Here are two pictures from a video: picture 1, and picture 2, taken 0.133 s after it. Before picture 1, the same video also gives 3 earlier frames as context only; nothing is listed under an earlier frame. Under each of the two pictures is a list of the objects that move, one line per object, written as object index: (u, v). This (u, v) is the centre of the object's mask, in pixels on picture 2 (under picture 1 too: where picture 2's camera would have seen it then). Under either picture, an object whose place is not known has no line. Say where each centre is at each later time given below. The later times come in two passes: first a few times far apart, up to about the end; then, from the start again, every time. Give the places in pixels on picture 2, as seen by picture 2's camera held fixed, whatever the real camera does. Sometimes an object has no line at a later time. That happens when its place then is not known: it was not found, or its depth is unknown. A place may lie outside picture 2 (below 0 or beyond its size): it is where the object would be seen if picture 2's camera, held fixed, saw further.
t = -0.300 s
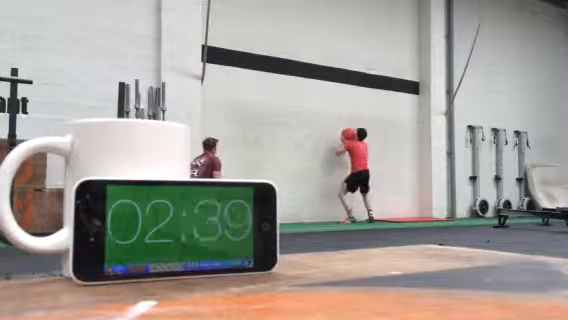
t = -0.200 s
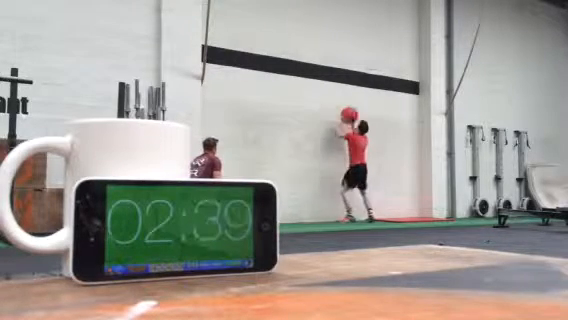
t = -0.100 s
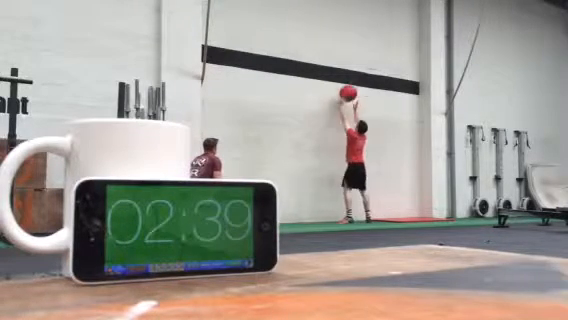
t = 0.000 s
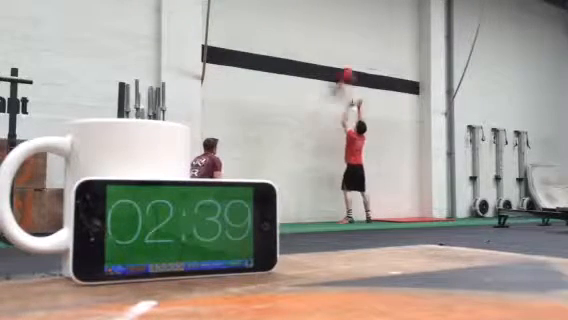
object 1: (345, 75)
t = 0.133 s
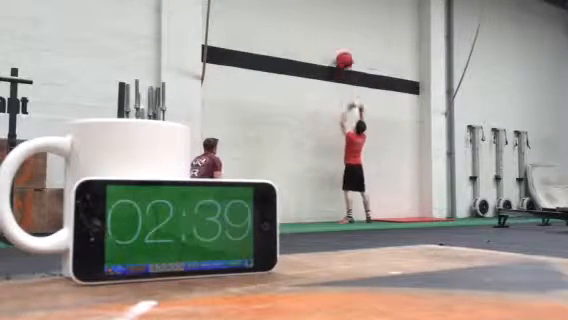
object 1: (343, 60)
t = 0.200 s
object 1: (342, 56)
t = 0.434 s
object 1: (344, 59)
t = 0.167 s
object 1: (343, 58)
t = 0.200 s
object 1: (342, 56)
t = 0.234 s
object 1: (342, 56)
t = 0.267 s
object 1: (342, 55)
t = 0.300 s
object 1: (342, 55)
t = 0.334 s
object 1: (342, 55)
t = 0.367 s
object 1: (343, 56)
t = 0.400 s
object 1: (343, 57)
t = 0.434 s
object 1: (344, 59)
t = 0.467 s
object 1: (344, 60)
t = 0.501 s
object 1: (345, 63)
